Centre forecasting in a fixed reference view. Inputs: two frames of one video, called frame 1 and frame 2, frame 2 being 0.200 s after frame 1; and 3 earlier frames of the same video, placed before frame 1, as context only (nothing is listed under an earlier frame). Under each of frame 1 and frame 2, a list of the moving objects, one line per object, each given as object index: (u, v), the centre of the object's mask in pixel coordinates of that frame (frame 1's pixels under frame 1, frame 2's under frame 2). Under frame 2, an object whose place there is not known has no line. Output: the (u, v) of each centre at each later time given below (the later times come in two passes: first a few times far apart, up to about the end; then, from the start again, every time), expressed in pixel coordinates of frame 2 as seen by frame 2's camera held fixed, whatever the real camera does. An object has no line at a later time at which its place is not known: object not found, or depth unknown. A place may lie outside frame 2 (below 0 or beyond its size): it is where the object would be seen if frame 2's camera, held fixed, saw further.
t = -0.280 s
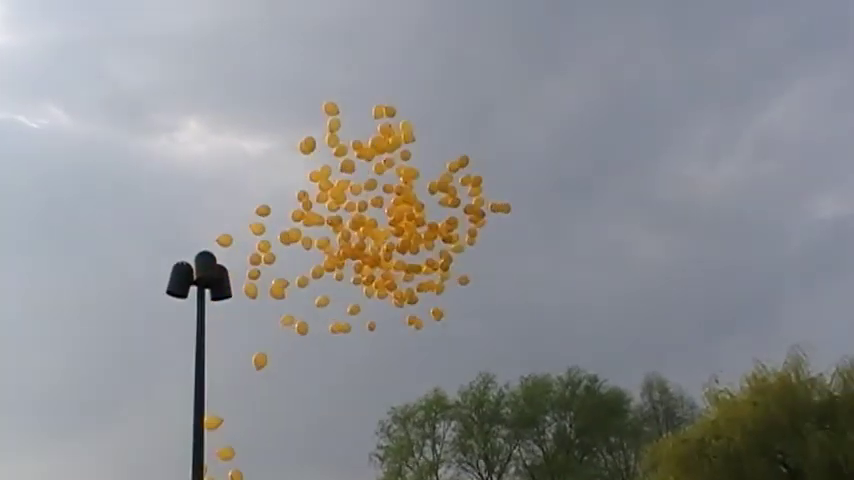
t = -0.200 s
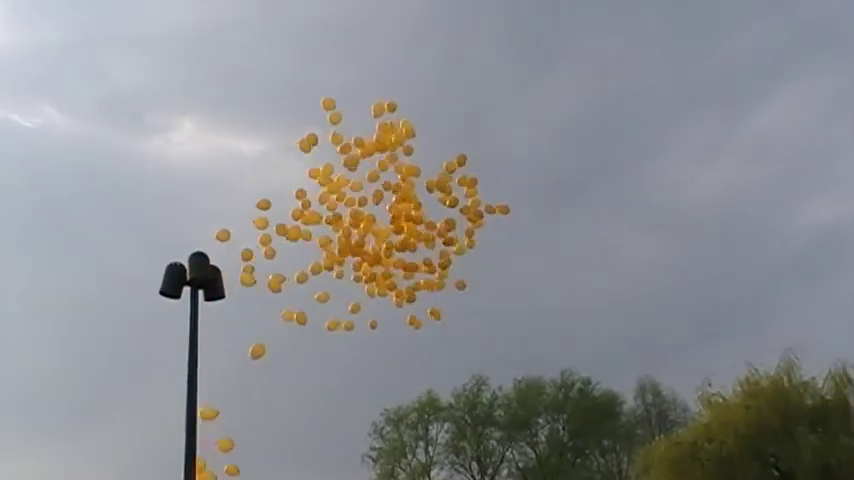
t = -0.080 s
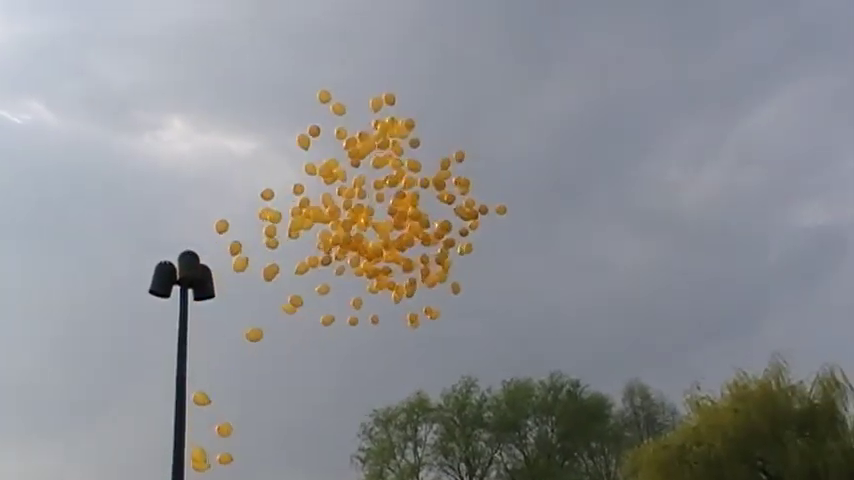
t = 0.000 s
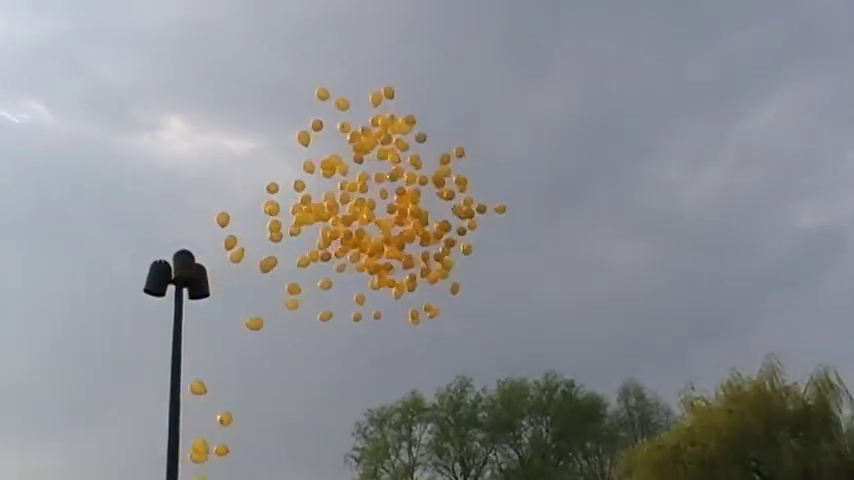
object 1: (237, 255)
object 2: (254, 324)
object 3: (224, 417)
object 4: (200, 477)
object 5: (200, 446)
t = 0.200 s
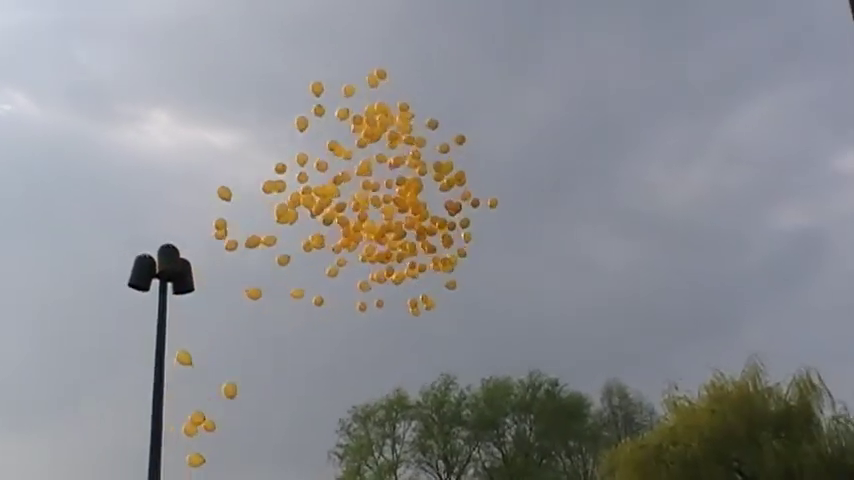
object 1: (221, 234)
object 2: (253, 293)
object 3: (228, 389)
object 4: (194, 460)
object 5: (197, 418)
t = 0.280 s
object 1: (222, 229)
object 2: (260, 283)
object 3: (236, 378)
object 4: (199, 453)
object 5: (200, 409)
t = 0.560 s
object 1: (247, 217)
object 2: (286, 256)
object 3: (261, 345)
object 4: (216, 422)
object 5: (205, 380)
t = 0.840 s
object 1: (283, 205)
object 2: (303, 230)
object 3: (273, 311)
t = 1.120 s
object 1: (313, 196)
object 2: (310, 220)
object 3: (287, 280)
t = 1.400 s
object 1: (328, 185)
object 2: (318, 201)
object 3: (302, 259)
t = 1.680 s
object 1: (343, 171)
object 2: (332, 175)
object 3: (317, 239)
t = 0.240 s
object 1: (221, 232)
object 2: (257, 288)
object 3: (233, 383)
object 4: (197, 457)
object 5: (198, 413)
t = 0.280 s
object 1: (222, 229)
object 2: (260, 283)
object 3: (236, 378)
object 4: (199, 453)
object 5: (200, 409)
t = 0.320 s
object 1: (224, 225)
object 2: (264, 278)
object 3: (240, 372)
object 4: (201, 448)
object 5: (201, 402)
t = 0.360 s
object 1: (227, 224)
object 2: (268, 274)
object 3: (245, 368)
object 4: (204, 445)
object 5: (202, 399)
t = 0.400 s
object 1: (230, 222)
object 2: (272, 270)
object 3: (248, 364)
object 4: (206, 442)
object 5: (203, 395)
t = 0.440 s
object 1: (234, 220)
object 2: (276, 267)
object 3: (251, 359)
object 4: (208, 437)
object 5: (204, 391)
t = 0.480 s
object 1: (239, 219)
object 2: (279, 263)
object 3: (256, 353)
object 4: (211, 432)
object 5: (205, 387)
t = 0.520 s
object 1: (244, 218)
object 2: (284, 260)
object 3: (259, 349)
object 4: (214, 428)
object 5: (206, 383)
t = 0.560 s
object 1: (247, 217)
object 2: (286, 256)
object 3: (261, 345)
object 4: (216, 422)
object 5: (205, 380)
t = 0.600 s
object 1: (252, 214)
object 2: (289, 252)
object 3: (263, 339)
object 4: (218, 416)
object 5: (205, 374)
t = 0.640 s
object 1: (257, 213)
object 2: (292, 248)
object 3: (265, 335)
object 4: (220, 412)
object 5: (206, 370)
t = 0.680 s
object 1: (262, 211)
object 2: (294, 244)
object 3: (266, 330)
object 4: (224, 405)
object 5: (206, 366)
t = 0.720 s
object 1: (268, 210)
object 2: (297, 240)
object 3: (267, 325)
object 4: (227, 400)
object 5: (206, 362)
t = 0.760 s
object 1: (273, 209)
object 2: (299, 237)
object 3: (269, 321)
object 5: (208, 358)
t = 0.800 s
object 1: (279, 207)
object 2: (301, 233)
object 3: (272, 315)
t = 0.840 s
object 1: (283, 205)
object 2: (303, 230)
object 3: (273, 311)
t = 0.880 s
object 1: (289, 206)
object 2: (304, 229)
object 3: (275, 308)
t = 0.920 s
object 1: (294, 204)
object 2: (305, 228)
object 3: (277, 302)
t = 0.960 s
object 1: (299, 203)
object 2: (306, 226)
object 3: (280, 298)
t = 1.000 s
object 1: (303, 202)
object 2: (307, 224)
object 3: (282, 293)
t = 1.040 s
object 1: (306, 199)
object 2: (308, 222)
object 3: (284, 287)
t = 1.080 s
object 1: (310, 197)
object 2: (309, 220)
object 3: (285, 283)
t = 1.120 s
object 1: (313, 196)
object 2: (310, 220)
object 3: (287, 280)
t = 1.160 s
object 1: (315, 194)
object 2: (311, 217)
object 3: (289, 276)
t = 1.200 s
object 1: (318, 193)
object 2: (312, 215)
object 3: (291, 272)
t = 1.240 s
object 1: (320, 192)
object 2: (313, 214)
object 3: (292, 270)
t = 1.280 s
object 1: (323, 190)
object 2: (314, 211)
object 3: (295, 266)
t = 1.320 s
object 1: (325, 188)
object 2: (316, 208)
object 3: (297, 263)
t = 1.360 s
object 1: (327, 186)
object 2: (317, 204)
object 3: (299, 261)
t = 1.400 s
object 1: (328, 185)
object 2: (318, 201)
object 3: (302, 259)
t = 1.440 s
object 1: (330, 182)
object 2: (319, 197)
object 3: (304, 257)
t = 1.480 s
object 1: (332, 181)
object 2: (321, 194)
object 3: (306, 255)
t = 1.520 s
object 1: (333, 180)
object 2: (323, 191)
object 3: (307, 253)
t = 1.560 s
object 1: (335, 177)
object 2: (325, 187)
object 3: (310, 251)
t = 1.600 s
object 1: (338, 175)
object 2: (327, 184)
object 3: (312, 247)
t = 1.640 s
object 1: (340, 174)
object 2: (330, 179)
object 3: (314, 244)
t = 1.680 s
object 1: (343, 171)
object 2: (332, 175)
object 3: (317, 239)
